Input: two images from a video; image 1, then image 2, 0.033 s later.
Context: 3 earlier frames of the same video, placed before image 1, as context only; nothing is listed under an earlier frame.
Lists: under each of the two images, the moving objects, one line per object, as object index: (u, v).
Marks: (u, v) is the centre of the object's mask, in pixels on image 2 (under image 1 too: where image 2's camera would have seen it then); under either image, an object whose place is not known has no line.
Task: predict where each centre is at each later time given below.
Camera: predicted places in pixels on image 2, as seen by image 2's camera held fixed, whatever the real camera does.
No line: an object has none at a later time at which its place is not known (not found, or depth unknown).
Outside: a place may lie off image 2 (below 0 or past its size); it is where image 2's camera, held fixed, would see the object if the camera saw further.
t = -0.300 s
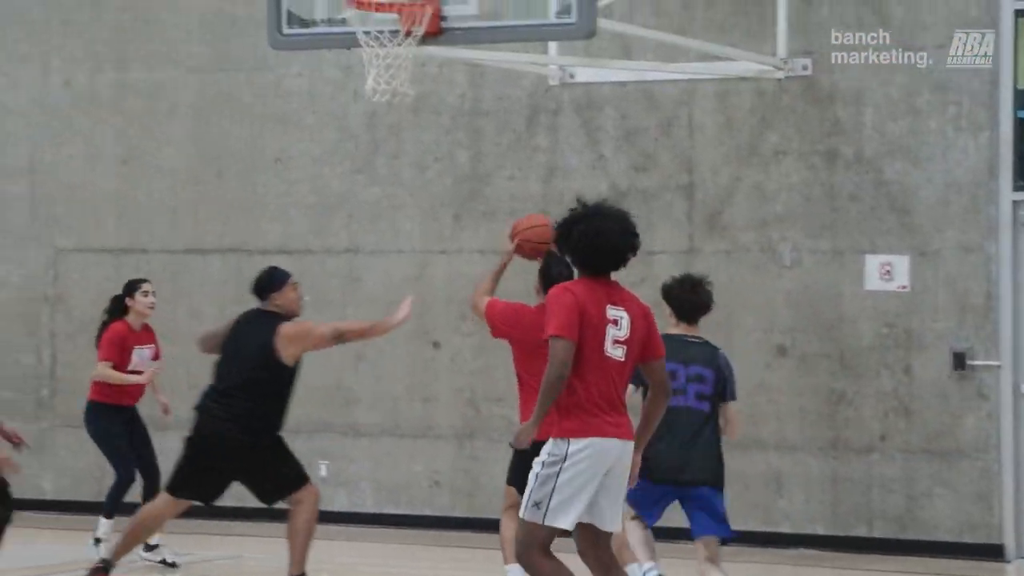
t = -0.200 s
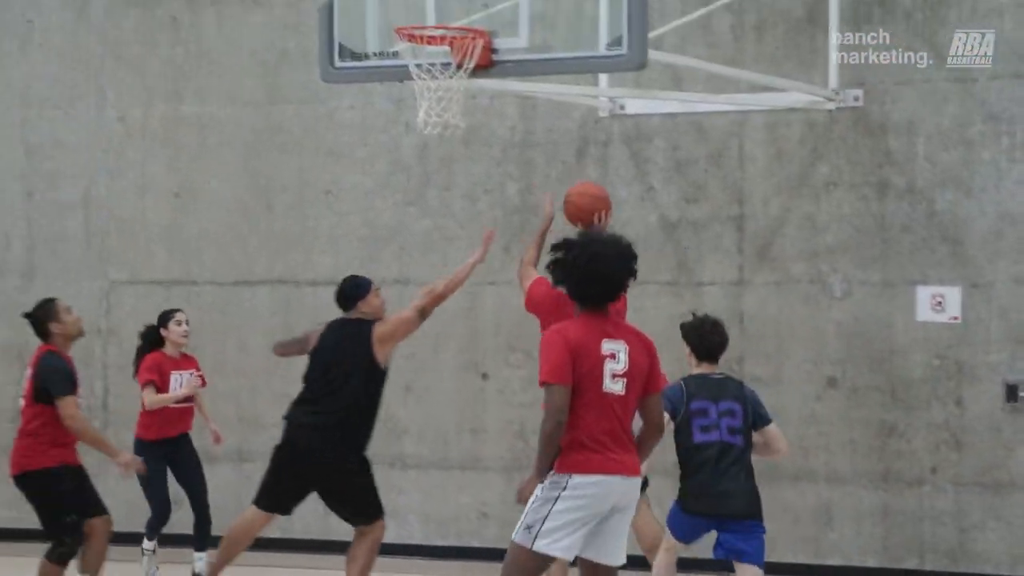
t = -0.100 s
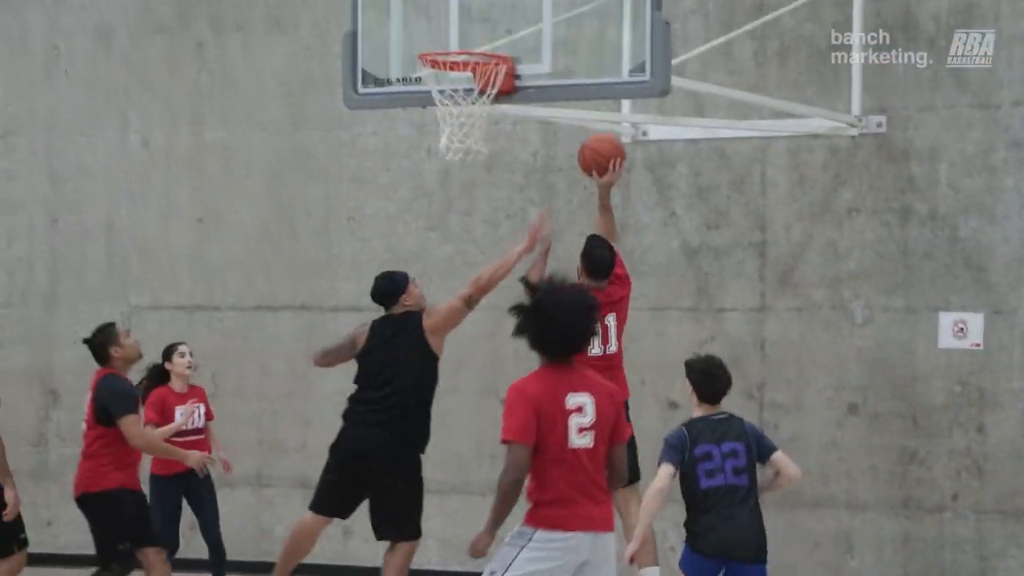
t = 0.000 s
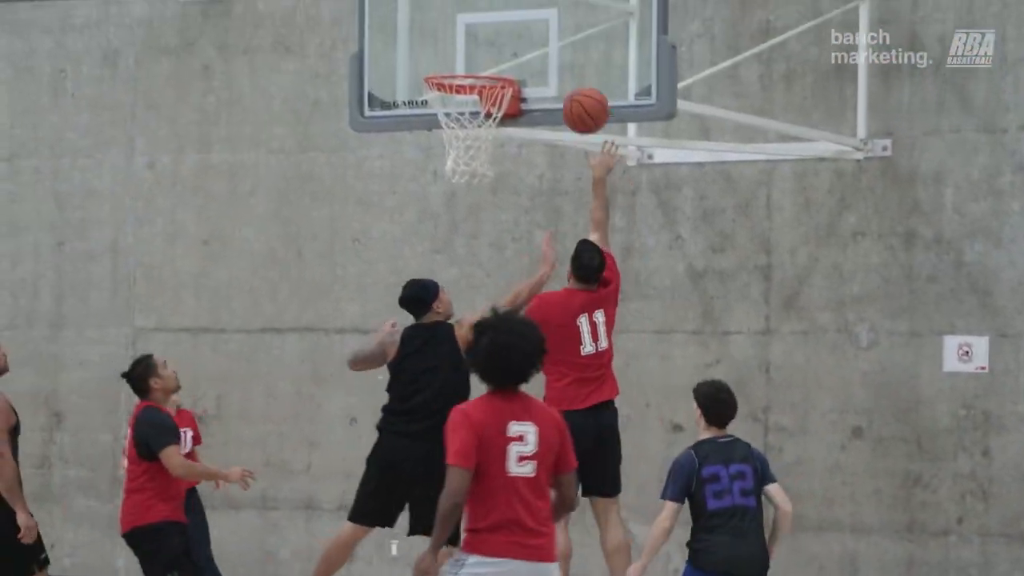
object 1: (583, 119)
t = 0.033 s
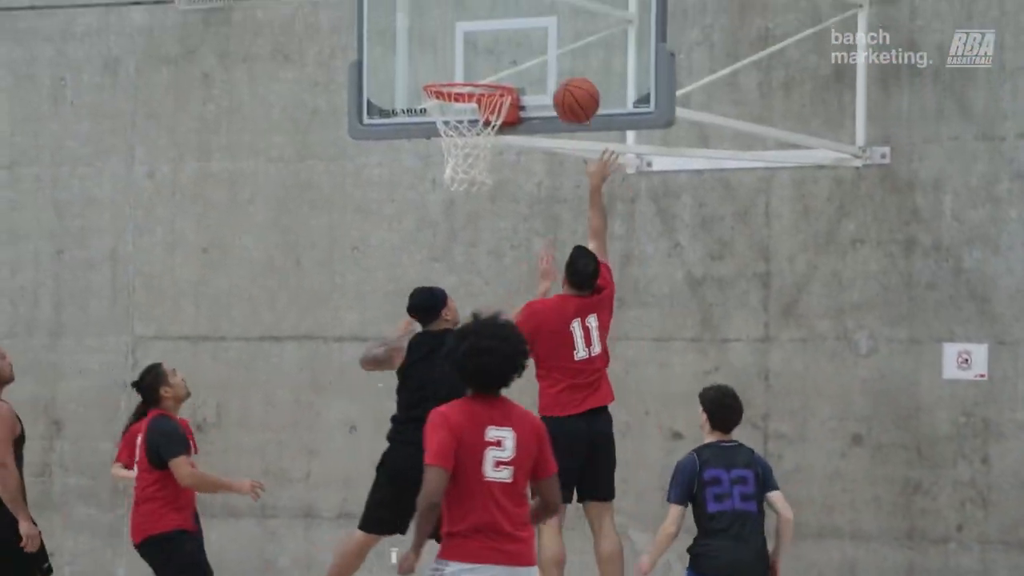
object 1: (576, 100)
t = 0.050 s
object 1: (573, 92)
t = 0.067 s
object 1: (568, 84)
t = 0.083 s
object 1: (564, 76)
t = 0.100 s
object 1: (560, 70)
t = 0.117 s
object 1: (556, 64)
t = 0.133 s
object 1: (552, 59)
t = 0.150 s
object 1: (549, 54)
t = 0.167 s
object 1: (545, 49)
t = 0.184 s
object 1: (540, 45)
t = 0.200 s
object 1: (537, 42)
